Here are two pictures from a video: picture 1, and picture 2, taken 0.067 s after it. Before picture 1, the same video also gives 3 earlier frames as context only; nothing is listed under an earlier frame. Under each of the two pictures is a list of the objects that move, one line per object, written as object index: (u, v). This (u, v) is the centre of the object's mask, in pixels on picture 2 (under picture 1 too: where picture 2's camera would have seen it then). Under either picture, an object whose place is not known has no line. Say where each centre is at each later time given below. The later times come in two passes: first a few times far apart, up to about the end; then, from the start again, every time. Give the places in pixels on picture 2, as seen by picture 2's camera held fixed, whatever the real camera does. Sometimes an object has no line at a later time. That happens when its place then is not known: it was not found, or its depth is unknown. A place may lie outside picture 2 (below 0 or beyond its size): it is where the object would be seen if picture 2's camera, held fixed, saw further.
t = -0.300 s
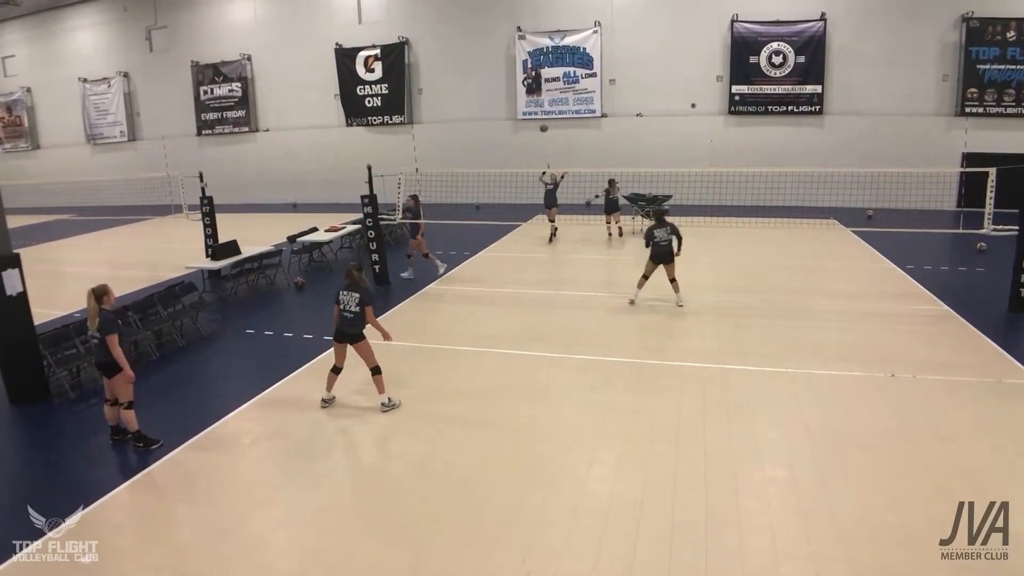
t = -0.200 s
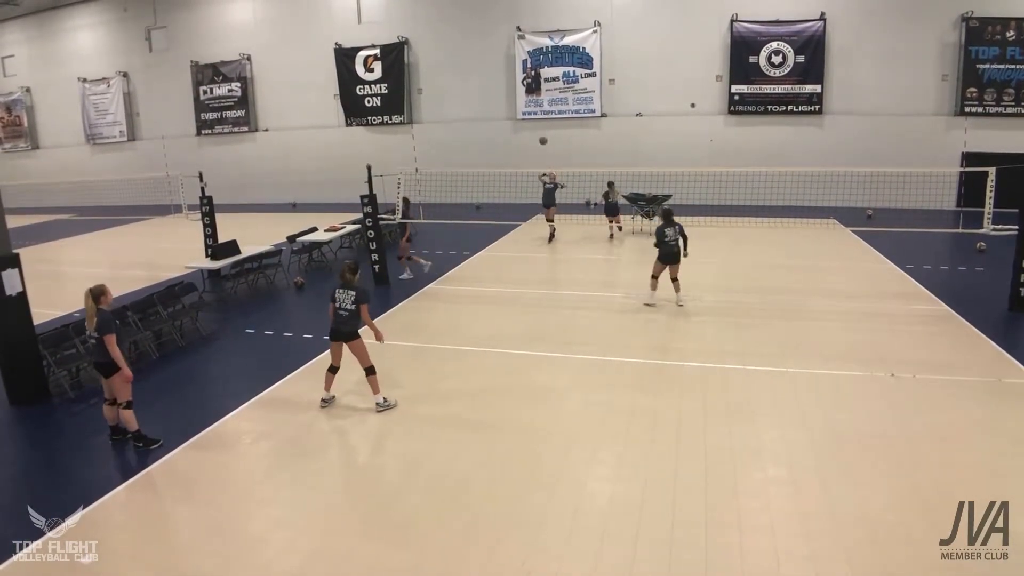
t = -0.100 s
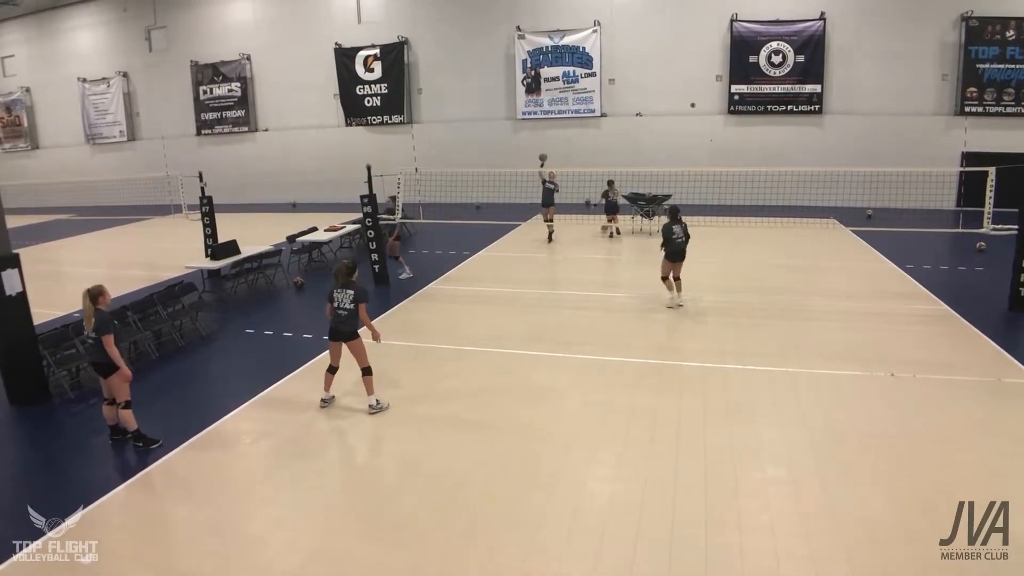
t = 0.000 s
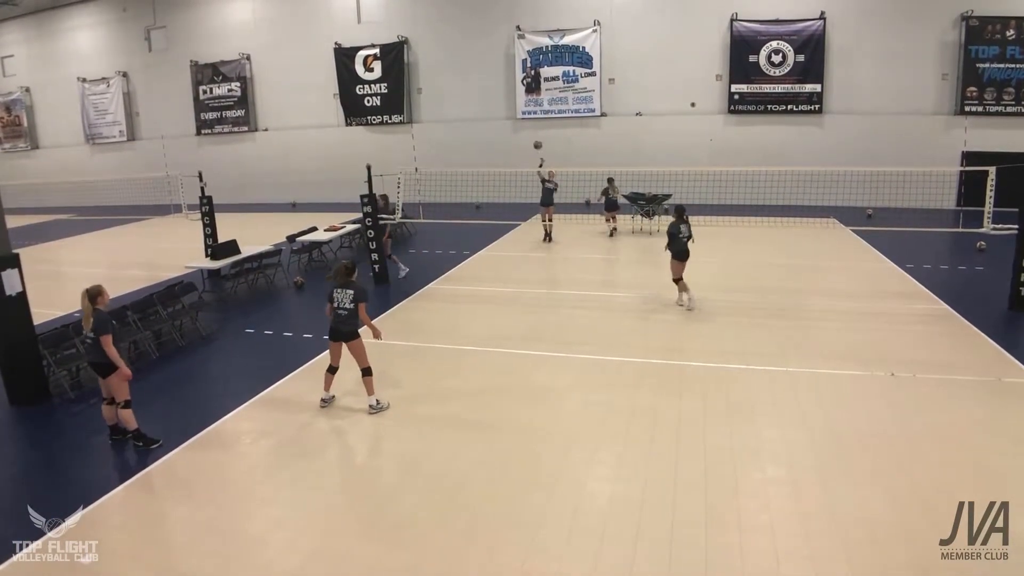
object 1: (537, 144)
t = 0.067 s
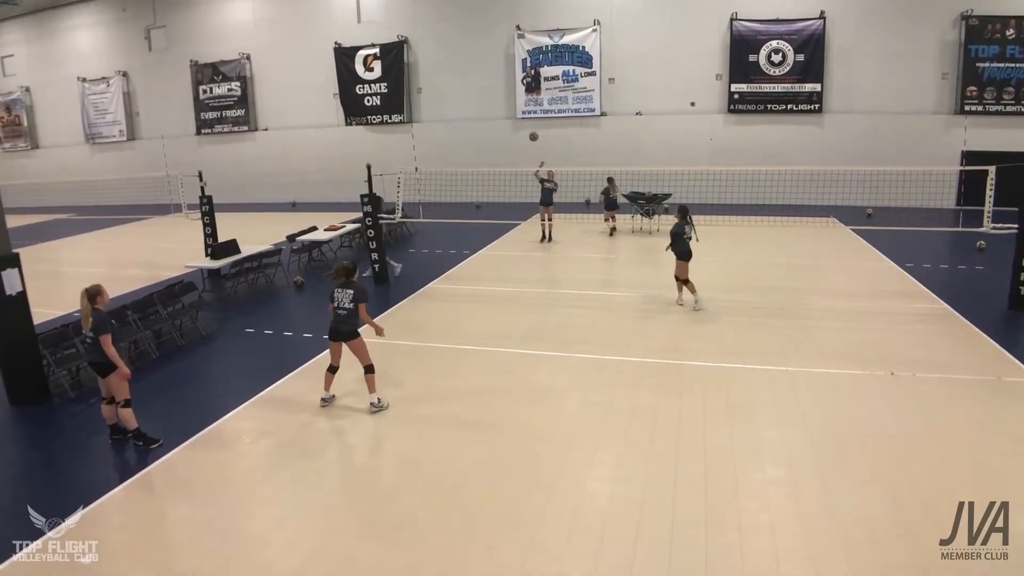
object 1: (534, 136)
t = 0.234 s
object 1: (521, 123)
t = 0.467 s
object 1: (497, 129)
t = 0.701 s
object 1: (458, 188)
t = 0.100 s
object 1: (531, 133)
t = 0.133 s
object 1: (529, 130)
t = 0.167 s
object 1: (526, 127)
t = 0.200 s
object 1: (524, 125)
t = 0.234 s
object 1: (521, 123)
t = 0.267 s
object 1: (519, 122)
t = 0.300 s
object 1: (515, 121)
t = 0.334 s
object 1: (512, 122)
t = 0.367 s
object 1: (509, 122)
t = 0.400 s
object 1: (505, 123)
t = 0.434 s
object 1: (501, 126)
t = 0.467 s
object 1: (497, 129)
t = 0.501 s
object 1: (493, 133)
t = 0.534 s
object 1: (488, 139)
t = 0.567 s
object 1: (483, 146)
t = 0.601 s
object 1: (477, 154)
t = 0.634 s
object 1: (471, 163)
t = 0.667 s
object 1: (465, 174)
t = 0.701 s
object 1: (458, 188)
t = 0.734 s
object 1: (451, 200)
